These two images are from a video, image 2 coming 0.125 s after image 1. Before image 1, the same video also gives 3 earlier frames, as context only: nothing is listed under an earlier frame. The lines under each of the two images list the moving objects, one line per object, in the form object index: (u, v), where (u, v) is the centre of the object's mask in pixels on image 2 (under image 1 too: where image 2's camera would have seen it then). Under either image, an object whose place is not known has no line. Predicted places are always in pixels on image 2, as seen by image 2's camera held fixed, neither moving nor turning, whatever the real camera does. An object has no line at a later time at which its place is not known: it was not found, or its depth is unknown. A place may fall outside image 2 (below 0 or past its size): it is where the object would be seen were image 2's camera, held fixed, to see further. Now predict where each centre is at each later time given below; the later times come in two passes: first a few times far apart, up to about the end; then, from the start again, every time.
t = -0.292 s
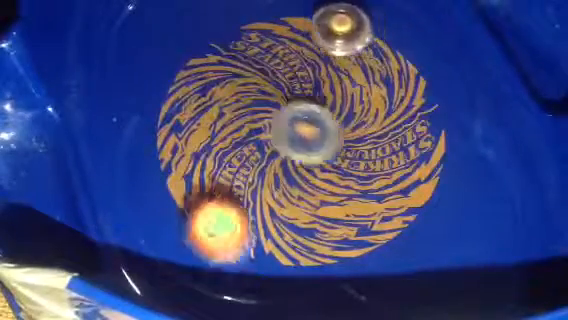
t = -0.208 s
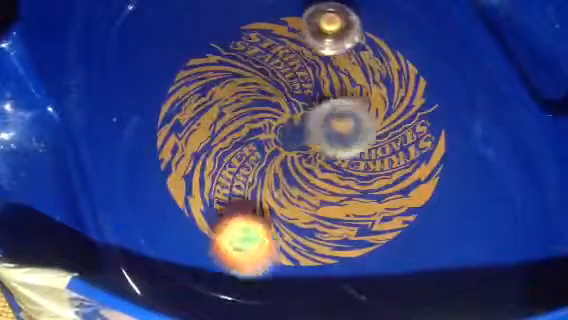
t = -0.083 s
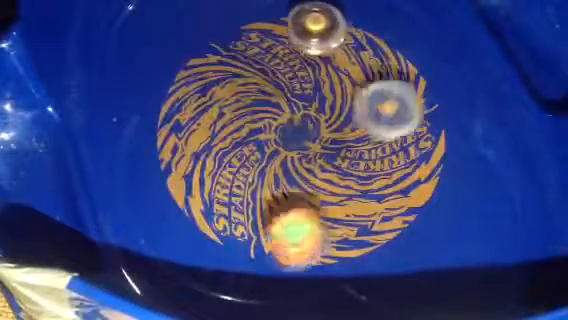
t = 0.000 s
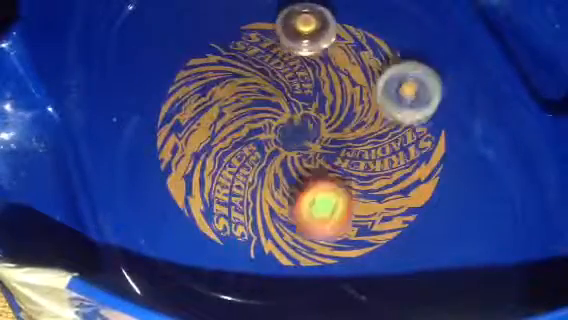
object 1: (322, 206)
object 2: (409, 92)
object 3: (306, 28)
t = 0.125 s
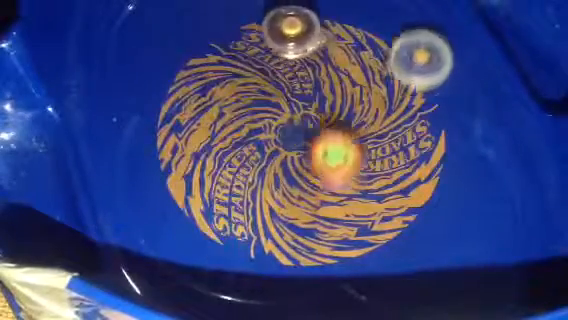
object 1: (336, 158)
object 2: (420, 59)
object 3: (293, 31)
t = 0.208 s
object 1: (331, 123)
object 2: (414, 37)
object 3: (283, 34)
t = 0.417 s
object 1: (301, 80)
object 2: (350, 15)
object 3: (247, 22)
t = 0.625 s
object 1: (306, 125)
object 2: (284, 41)
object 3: (213, 21)
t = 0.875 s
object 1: (339, 103)
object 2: (278, 138)
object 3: (186, 28)
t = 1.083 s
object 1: (279, 90)
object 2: (357, 187)
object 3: (173, 41)
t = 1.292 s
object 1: (257, 154)
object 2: (423, 163)
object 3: (171, 58)
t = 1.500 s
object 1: (286, 186)
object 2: (423, 106)
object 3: (180, 78)
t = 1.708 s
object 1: (334, 173)
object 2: (371, 70)
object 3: (201, 95)
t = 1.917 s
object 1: (352, 140)
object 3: (228, 109)
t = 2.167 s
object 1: (332, 126)
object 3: (198, 171)
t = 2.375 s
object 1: (343, 218)
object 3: (218, 219)
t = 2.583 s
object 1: (412, 252)
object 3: (249, 247)
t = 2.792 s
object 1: (438, 192)
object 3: (277, 255)
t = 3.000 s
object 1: (360, 127)
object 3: (303, 253)
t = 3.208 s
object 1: (370, 176)
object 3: (323, 241)
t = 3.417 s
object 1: (428, 196)
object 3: (337, 224)
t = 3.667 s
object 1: (428, 143)
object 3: (344, 197)
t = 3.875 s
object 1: (363, 109)
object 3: (345, 175)
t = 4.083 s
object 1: (313, 93)
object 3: (351, 202)
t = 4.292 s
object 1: (302, 158)
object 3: (361, 199)
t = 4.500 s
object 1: (233, 195)
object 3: (368, 185)
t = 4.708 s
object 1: (205, 244)
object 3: (361, 169)
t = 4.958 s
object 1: (251, 232)
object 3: (350, 148)
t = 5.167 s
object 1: (256, 161)
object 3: (337, 121)
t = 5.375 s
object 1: (229, 94)
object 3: (315, 102)
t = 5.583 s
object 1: (186, 52)
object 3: (295, 91)
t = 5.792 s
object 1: (156, 56)
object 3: (278, 87)
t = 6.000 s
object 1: (181, 78)
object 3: (274, 81)
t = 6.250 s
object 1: (183, 94)
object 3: (272, 70)
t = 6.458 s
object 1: (185, 121)
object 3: (273, 64)
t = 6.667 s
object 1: (226, 130)
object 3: (277, 59)
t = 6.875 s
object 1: (287, 121)
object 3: (283, 57)
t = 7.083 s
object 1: (305, 92)
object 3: (290, 50)
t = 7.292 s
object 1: (278, 139)
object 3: (302, 59)
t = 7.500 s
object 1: (291, 210)
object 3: (314, 69)
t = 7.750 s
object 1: (345, 230)
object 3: (319, 70)
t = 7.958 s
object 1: (350, 192)
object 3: (302, 52)
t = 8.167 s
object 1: (269, 174)
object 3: (296, 53)
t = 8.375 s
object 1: (181, 175)
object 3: (290, 54)
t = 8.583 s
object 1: (148, 198)
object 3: (285, 56)
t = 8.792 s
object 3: (282, 59)
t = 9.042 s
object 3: (279, 66)
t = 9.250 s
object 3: (279, 72)
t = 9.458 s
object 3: (281, 77)
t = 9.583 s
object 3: (282, 80)
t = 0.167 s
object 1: (332, 142)
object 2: (419, 48)
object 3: (287, 33)
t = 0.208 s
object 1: (331, 123)
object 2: (414, 37)
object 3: (283, 34)
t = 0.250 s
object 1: (327, 101)
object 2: (405, 28)
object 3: (278, 36)
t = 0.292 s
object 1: (316, 81)
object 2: (394, 22)
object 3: (274, 38)
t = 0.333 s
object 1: (312, 68)
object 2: (382, 18)
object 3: (269, 34)
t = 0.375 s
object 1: (305, 76)
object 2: (366, 16)
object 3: (256, 25)
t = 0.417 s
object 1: (301, 80)
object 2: (350, 15)
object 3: (247, 22)
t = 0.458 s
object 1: (297, 87)
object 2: (335, 16)
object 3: (239, 21)
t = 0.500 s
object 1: (293, 98)
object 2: (320, 17)
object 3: (232, 21)
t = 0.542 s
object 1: (295, 109)
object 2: (306, 22)
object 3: (224, 21)
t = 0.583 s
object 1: (297, 114)
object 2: (295, 30)
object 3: (219, 21)
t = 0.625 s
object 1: (306, 125)
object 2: (284, 41)
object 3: (213, 21)
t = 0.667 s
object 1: (314, 130)
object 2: (276, 56)
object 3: (208, 22)
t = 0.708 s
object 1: (323, 131)
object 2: (271, 70)
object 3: (203, 22)
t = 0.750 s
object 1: (330, 129)
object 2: (270, 86)
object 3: (198, 23)
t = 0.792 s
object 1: (336, 125)
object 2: (271, 101)
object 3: (194, 25)
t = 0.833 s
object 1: (338, 109)
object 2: (272, 120)
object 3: (190, 26)
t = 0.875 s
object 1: (339, 103)
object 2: (278, 138)
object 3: (186, 28)
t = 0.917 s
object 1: (333, 97)
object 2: (291, 155)
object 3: (182, 30)
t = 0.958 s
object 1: (322, 86)
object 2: (307, 169)
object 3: (179, 32)
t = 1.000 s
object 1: (309, 80)
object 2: (318, 177)
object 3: (177, 35)
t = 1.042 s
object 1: (291, 81)
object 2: (341, 183)
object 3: (175, 38)
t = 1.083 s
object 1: (279, 90)
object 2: (357, 187)
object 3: (173, 41)
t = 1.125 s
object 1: (265, 100)
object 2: (371, 188)
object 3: (172, 44)
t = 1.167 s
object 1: (257, 116)
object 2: (387, 185)
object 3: (171, 48)
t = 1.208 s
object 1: (255, 132)
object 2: (402, 180)
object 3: (171, 51)
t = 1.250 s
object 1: (256, 143)
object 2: (414, 173)
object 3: (170, 54)
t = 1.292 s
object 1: (257, 154)
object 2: (423, 163)
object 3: (171, 58)
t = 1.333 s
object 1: (260, 166)
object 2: (428, 153)
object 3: (172, 62)
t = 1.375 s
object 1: (262, 170)
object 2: (430, 141)
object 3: (173, 66)
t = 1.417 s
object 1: (268, 177)
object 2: (430, 128)
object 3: (175, 70)
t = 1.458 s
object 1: (276, 182)
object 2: (427, 117)
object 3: (177, 74)
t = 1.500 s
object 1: (286, 186)
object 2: (423, 106)
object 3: (180, 78)
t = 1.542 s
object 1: (293, 186)
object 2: (416, 97)
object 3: (184, 82)
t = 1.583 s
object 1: (306, 190)
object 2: (407, 88)
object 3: (188, 85)
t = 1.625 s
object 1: (317, 187)
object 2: (397, 82)
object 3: (192, 88)
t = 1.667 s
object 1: (326, 182)
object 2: (385, 75)
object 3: (197, 92)
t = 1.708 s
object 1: (334, 173)
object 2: (371, 70)
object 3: (201, 95)
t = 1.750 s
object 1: (339, 165)
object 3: (206, 98)
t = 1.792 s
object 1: (344, 161)
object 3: (212, 102)
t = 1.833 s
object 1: (349, 155)
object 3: (217, 104)
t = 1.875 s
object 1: (351, 146)
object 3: (222, 107)
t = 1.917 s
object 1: (352, 140)
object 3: (228, 109)
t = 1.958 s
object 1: (352, 132)
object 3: (234, 112)
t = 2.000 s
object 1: (350, 122)
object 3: (226, 118)
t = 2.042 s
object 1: (346, 111)
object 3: (212, 136)
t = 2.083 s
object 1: (341, 99)
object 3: (202, 146)
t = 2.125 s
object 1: (333, 101)
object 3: (197, 161)
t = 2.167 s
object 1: (332, 126)
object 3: (198, 171)
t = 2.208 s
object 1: (331, 143)
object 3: (200, 183)
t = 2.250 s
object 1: (331, 161)
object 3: (203, 192)
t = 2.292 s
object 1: (333, 180)
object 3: (208, 203)
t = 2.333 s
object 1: (336, 200)
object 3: (213, 212)
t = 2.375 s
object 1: (343, 218)
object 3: (218, 219)
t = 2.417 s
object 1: (353, 231)
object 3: (224, 226)
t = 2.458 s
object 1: (367, 240)
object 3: (229, 231)
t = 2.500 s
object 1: (382, 252)
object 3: (236, 238)
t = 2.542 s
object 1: (397, 255)
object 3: (242, 242)
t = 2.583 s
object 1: (412, 252)
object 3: (249, 247)
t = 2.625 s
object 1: (425, 245)
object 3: (254, 250)
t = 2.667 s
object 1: (435, 235)
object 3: (260, 252)
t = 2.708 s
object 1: (439, 221)
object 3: (266, 253)
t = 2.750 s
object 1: (441, 207)
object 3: (271, 254)
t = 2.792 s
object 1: (438, 192)
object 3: (277, 255)
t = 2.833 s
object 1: (429, 177)
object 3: (282, 256)
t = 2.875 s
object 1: (414, 162)
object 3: (287, 256)
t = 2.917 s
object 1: (399, 149)
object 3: (293, 255)
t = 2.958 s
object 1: (382, 142)
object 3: (298, 255)
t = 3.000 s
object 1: (360, 127)
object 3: (303, 253)
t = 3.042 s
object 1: (357, 126)
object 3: (308, 252)
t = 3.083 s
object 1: (357, 145)
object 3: (312, 250)
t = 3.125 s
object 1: (357, 154)
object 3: (316, 247)
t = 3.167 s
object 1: (363, 160)
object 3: (320, 244)
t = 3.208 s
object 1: (370, 176)
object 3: (323, 241)
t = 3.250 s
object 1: (382, 182)
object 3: (326, 237)
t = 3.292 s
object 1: (394, 192)
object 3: (330, 233)
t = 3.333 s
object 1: (410, 197)
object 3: (332, 230)
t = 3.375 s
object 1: (419, 197)
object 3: (334, 227)
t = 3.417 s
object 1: (428, 196)
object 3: (337, 224)
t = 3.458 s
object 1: (434, 190)
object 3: (339, 219)
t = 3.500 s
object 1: (439, 183)
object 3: (341, 214)
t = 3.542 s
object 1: (440, 174)
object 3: (342, 210)
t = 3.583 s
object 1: (439, 164)
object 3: (342, 206)
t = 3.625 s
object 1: (436, 154)
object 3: (343, 201)
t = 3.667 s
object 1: (428, 143)
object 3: (344, 197)
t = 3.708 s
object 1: (418, 132)
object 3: (345, 193)
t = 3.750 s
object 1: (408, 128)
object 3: (346, 189)
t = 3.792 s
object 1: (391, 118)
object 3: (346, 184)
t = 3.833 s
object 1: (379, 112)
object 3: (346, 179)
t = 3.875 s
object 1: (363, 109)
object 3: (345, 175)
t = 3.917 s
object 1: (351, 108)
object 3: (345, 172)
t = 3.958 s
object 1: (330, 106)
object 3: (345, 168)
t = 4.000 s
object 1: (322, 98)
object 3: (349, 179)
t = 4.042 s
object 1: (315, 91)
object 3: (350, 193)
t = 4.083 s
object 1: (313, 93)
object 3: (351, 202)
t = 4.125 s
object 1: (309, 112)
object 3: (351, 204)
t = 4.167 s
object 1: (308, 126)
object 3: (353, 204)
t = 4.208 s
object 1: (304, 140)
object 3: (355, 203)
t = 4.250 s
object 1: (303, 151)
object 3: (357, 201)
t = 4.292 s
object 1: (302, 158)
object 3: (361, 199)
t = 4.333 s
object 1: (294, 167)
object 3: (367, 197)
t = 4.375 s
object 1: (280, 176)
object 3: (369, 195)
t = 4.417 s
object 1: (263, 180)
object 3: (369, 192)
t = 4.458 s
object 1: (248, 187)
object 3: (368, 189)
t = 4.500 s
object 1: (233, 195)
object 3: (368, 185)
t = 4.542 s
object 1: (222, 206)
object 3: (367, 182)
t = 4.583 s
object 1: (213, 218)
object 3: (366, 178)
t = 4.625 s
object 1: (206, 226)
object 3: (365, 175)
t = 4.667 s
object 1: (203, 234)
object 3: (363, 172)
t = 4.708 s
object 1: (205, 244)
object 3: (361, 169)
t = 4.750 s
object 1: (207, 246)
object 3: (360, 165)
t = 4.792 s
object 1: (218, 252)
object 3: (358, 161)
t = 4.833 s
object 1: (226, 252)
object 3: (355, 158)
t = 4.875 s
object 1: (234, 246)
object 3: (353, 155)
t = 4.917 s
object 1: (244, 242)
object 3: (351, 151)
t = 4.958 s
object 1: (251, 232)
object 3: (350, 148)
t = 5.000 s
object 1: (256, 217)
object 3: (347, 144)
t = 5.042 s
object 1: (258, 205)
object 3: (344, 140)
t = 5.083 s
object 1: (260, 192)
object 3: (343, 135)
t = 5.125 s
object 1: (259, 176)
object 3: (340, 129)
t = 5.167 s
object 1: (256, 161)
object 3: (337, 121)
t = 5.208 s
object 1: (251, 146)
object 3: (333, 117)
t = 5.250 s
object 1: (247, 130)
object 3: (327, 113)
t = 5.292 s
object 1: (240, 115)
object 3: (323, 109)
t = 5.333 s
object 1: (235, 106)
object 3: (319, 105)
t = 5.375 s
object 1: (229, 94)
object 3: (315, 102)
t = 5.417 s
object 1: (221, 82)
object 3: (311, 99)
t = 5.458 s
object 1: (214, 72)
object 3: (306, 96)
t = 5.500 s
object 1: (206, 65)
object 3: (303, 94)
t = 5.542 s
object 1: (195, 57)
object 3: (299, 92)
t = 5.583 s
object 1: (186, 52)
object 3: (295, 91)
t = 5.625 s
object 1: (178, 50)
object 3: (291, 90)
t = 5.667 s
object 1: (171, 50)
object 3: (288, 89)
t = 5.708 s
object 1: (163, 50)
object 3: (284, 88)
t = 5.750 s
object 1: (159, 52)
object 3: (280, 88)
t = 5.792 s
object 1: (156, 56)
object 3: (278, 87)
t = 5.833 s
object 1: (155, 59)
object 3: (277, 87)
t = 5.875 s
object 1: (159, 66)
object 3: (276, 86)
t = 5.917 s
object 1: (163, 71)
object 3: (276, 84)
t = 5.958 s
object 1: (171, 75)
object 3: (275, 83)
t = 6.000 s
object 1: (181, 78)
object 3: (274, 81)
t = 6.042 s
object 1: (194, 81)
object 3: (274, 79)
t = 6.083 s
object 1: (206, 84)
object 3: (275, 77)
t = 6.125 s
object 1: (205, 85)
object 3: (275, 75)
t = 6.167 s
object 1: (197, 85)
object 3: (272, 72)
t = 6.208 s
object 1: (188, 89)
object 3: (272, 71)
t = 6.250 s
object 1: (183, 94)
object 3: (272, 70)
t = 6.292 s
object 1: (181, 100)
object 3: (272, 69)
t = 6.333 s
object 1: (179, 106)
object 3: (272, 68)
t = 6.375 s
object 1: (179, 110)
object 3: (273, 66)
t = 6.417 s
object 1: (179, 116)
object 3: (273, 65)
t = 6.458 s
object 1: (185, 121)
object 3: (273, 64)
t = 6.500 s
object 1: (189, 126)
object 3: (273, 63)
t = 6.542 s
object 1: (198, 130)
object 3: (274, 62)
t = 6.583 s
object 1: (205, 127)
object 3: (275, 60)
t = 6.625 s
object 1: (214, 127)
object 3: (276, 59)
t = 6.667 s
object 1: (226, 130)
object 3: (277, 59)
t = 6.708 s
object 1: (237, 126)
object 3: (278, 58)
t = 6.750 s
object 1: (248, 123)
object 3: (279, 58)
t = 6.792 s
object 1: (258, 114)
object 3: (281, 57)
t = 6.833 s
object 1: (271, 120)
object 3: (282, 57)
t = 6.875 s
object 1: (287, 121)
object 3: (283, 57)
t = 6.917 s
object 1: (299, 114)
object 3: (284, 57)
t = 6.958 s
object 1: (309, 107)
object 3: (286, 58)
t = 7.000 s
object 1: (319, 99)
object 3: (288, 58)
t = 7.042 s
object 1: (322, 90)
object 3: (289, 56)
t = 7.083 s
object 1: (305, 92)
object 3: (290, 50)
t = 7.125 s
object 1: (292, 105)
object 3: (292, 53)
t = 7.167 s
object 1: (285, 112)
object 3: (295, 55)
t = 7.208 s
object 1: (280, 115)
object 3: (297, 56)
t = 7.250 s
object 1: (278, 128)
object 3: (300, 58)
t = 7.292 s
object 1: (278, 139)
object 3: (302, 59)
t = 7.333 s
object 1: (282, 151)
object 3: (304, 61)
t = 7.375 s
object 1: (283, 168)
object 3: (306, 62)
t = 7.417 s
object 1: (282, 184)
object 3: (308, 65)
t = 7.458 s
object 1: (285, 200)
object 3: (311, 67)
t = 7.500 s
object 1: (291, 210)
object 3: (314, 69)
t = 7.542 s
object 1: (300, 219)
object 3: (317, 71)
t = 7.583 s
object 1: (309, 230)
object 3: (320, 73)
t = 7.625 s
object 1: (318, 233)
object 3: (322, 75)
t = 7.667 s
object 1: (327, 236)
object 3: (325, 77)
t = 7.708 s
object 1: (337, 237)
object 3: (326, 79)
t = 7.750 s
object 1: (345, 230)
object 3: (319, 70)
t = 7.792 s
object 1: (354, 228)
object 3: (312, 58)
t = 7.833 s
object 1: (360, 217)
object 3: (307, 53)
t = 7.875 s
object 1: (361, 209)
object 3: (305, 51)
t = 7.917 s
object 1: (359, 198)
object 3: (304, 52)
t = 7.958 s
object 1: (350, 192)
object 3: (302, 52)
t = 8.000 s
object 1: (338, 189)
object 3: (301, 53)
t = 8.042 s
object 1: (324, 186)
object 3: (300, 52)
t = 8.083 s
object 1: (306, 182)
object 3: (299, 52)
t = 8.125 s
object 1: (288, 180)
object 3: (297, 53)
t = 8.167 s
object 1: (269, 174)
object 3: (296, 53)
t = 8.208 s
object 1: (252, 175)
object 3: (295, 53)
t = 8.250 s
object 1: (232, 173)
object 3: (294, 53)
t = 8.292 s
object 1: (212, 174)
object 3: (292, 54)
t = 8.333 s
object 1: (195, 177)
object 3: (291, 54)
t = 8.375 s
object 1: (181, 175)
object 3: (290, 54)
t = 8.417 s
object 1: (169, 180)
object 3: (289, 55)
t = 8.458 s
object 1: (160, 185)
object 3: (288, 55)
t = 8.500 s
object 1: (152, 191)
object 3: (287, 55)
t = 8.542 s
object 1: (149, 195)
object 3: (286, 55)
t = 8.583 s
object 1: (148, 198)
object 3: (285, 56)
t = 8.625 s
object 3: (284, 56)
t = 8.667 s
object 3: (283, 57)
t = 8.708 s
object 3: (283, 58)
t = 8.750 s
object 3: (282, 59)
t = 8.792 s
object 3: (282, 59)
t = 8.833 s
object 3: (281, 60)
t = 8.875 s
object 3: (281, 61)
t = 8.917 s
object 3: (280, 63)
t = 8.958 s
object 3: (280, 64)
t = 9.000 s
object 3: (279, 65)
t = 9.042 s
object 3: (279, 66)
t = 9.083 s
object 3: (278, 67)
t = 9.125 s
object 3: (278, 69)
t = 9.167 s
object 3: (278, 70)
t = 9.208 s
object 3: (279, 70)
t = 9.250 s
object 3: (279, 72)
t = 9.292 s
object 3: (279, 73)
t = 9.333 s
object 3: (280, 74)
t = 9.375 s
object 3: (280, 75)
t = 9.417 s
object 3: (280, 75)
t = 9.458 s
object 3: (281, 77)
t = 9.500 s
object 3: (282, 78)
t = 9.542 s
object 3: (282, 79)
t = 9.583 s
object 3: (282, 80)
